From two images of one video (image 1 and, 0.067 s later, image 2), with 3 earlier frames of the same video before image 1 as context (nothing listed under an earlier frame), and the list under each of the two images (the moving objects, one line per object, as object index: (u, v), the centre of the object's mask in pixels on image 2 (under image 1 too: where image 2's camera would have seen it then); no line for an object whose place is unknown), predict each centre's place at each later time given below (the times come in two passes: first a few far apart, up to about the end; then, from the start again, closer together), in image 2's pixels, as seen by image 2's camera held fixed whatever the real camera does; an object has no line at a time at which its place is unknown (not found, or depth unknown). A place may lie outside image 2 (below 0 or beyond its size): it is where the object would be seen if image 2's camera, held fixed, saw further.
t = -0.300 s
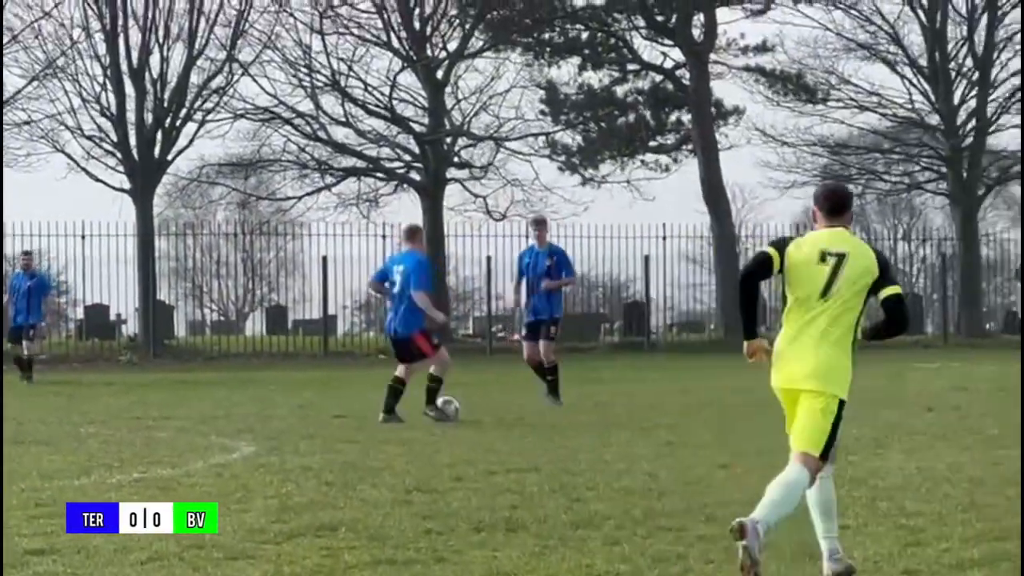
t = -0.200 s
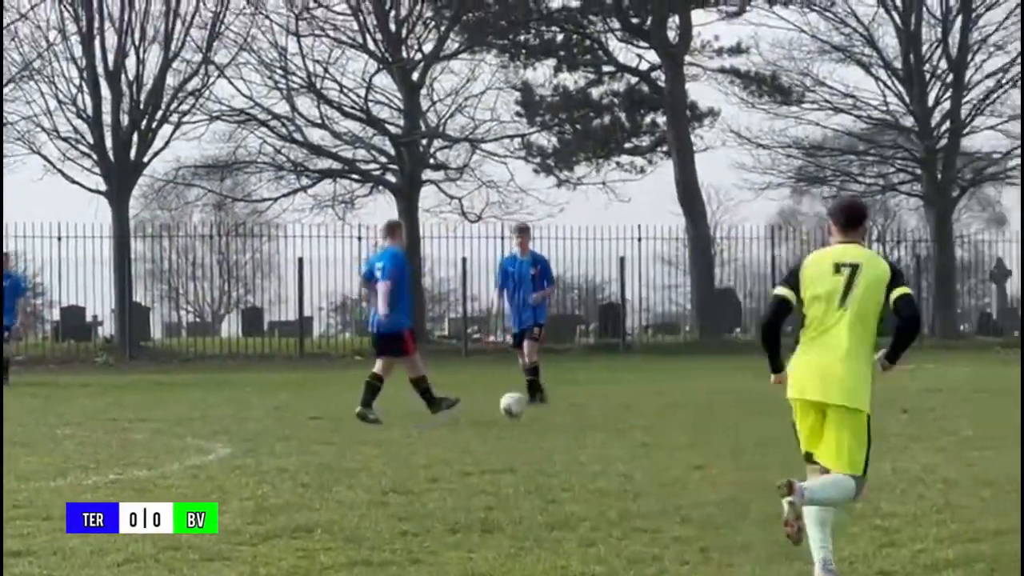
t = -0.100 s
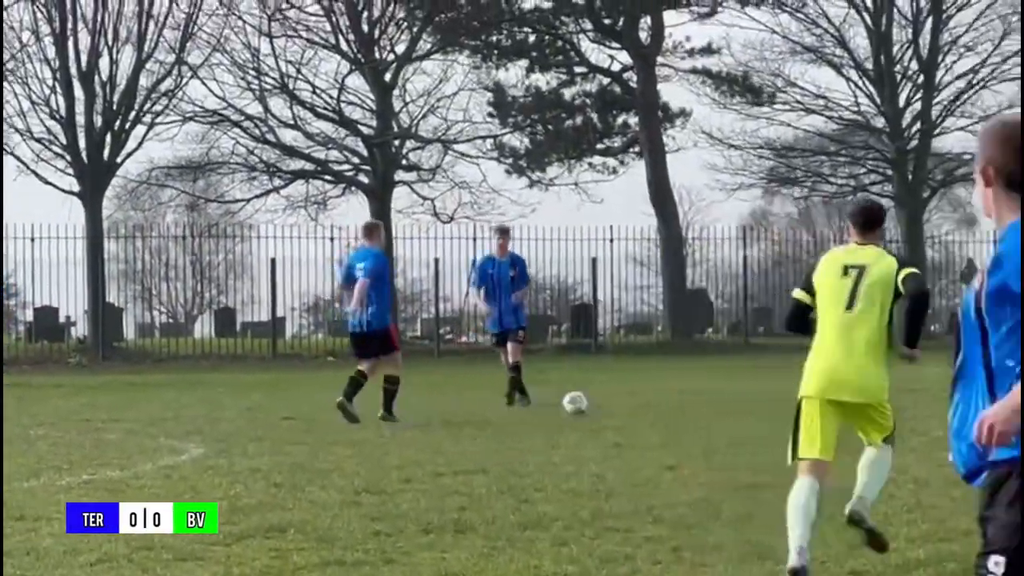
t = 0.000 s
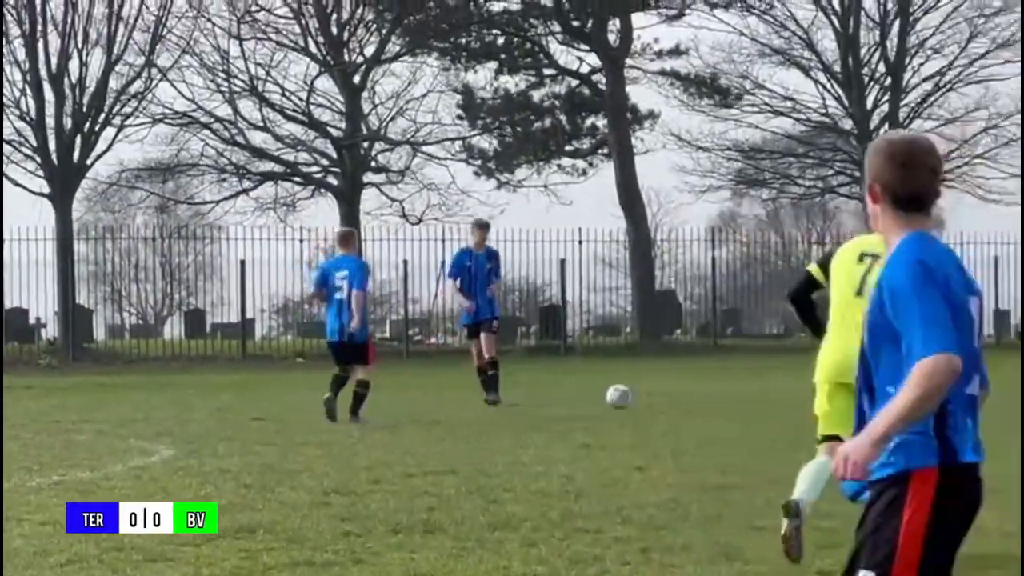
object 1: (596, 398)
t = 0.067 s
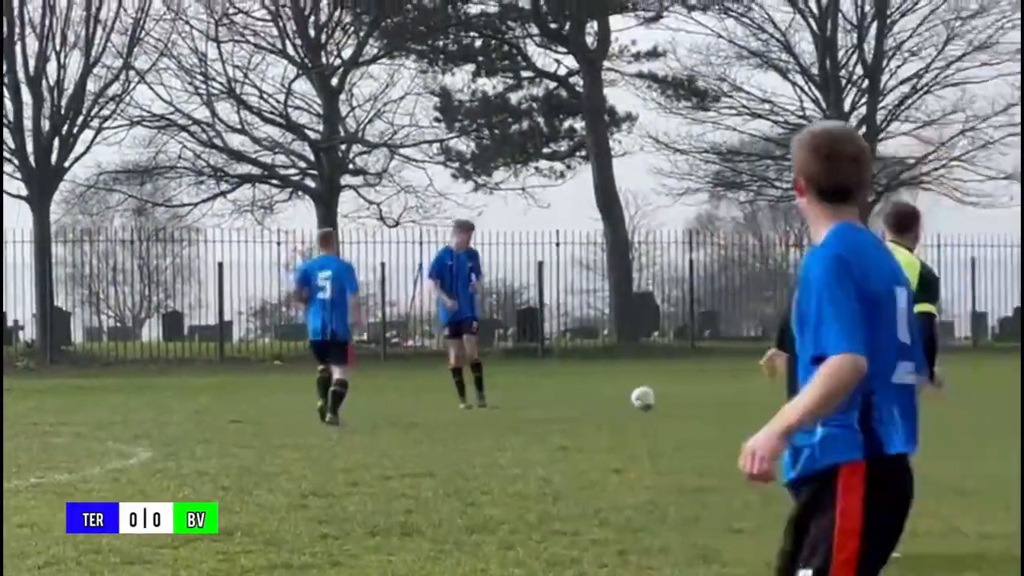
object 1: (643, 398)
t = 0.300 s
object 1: (789, 391)
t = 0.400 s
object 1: (828, 395)
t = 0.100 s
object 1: (665, 400)
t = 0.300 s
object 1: (789, 391)
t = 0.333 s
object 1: (795, 394)
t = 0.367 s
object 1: (813, 397)
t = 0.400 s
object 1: (828, 395)
